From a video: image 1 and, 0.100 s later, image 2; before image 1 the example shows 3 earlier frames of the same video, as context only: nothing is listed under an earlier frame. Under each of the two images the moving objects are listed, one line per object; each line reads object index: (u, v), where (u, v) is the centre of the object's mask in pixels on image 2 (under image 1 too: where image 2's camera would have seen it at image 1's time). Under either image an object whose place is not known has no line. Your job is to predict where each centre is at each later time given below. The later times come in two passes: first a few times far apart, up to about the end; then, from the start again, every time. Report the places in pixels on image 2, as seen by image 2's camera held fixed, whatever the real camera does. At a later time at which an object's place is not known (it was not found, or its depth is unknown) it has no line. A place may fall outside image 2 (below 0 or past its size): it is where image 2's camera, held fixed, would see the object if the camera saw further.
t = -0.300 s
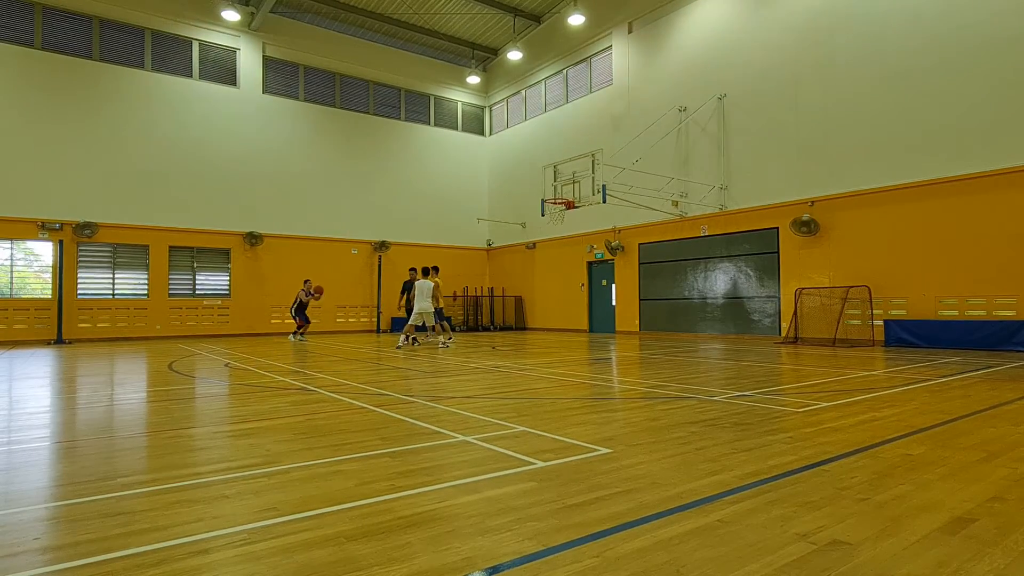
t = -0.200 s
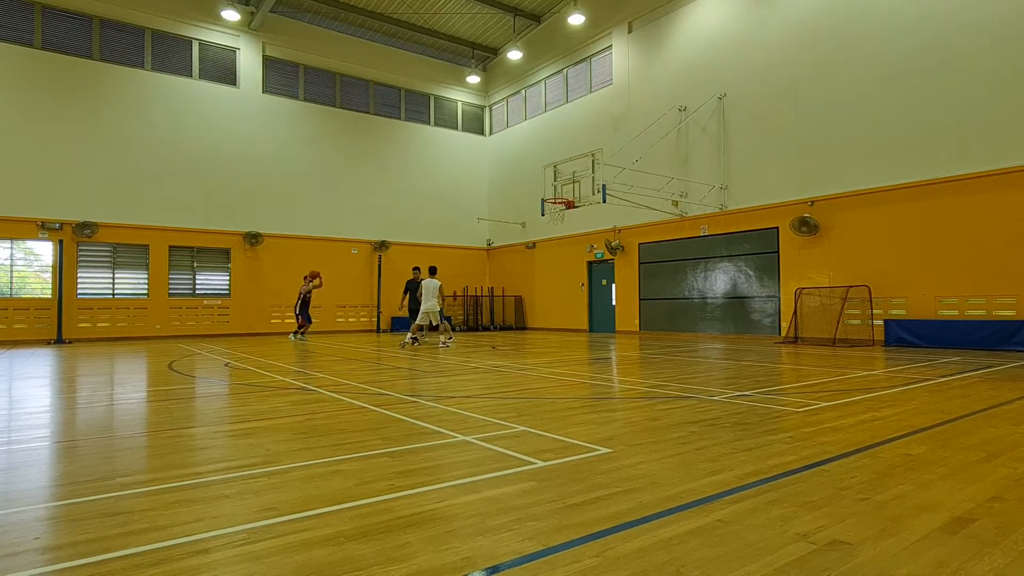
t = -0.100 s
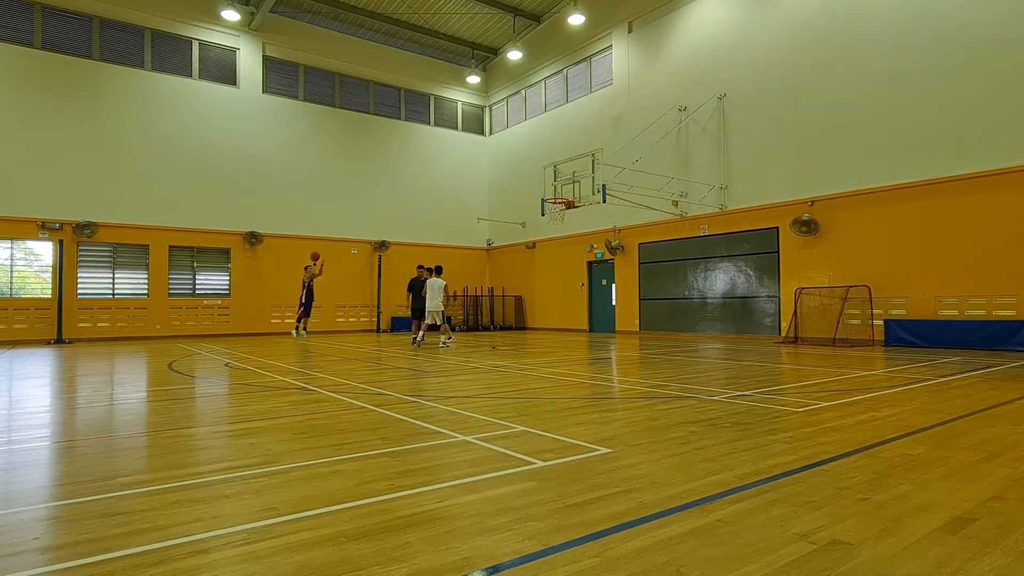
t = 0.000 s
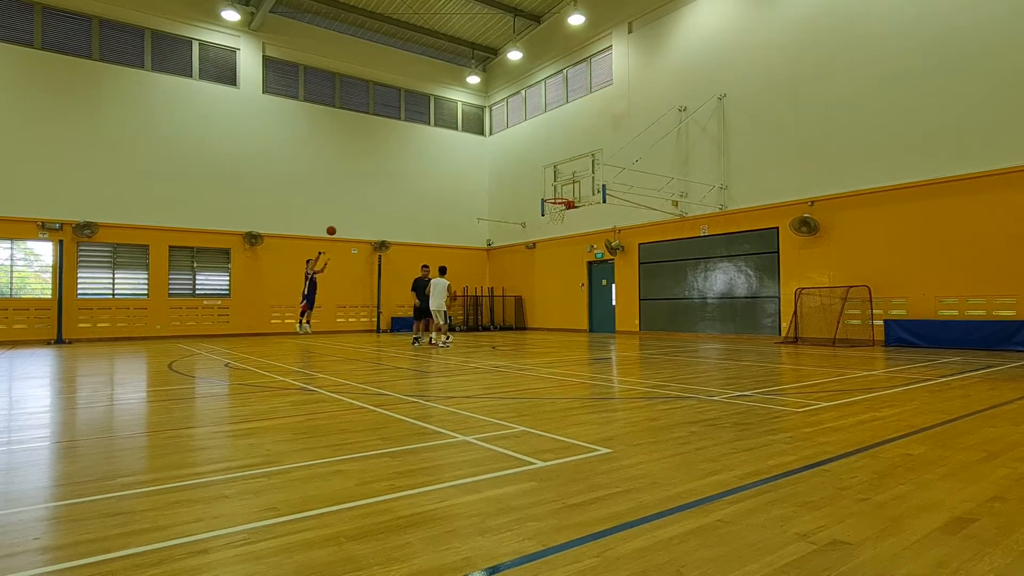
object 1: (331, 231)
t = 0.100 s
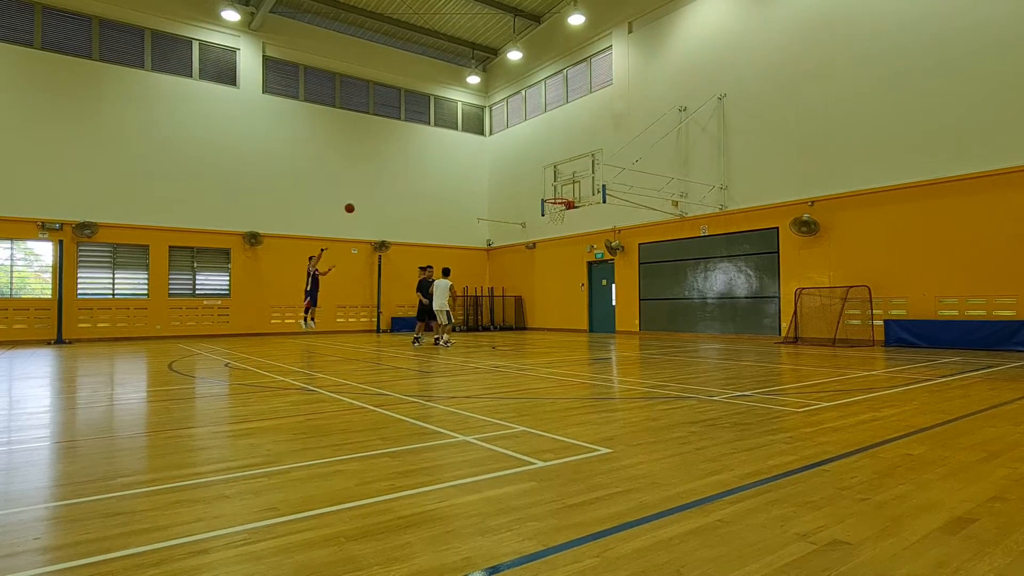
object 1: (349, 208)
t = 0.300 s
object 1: (388, 172)
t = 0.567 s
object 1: (442, 149)
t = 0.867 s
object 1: (508, 157)
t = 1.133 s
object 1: (562, 195)
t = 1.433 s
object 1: (539, 180)
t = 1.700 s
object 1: (516, 207)
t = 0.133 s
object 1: (356, 201)
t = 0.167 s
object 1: (362, 195)
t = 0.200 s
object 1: (368, 189)
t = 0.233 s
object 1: (375, 183)
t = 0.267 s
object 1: (381, 178)
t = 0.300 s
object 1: (388, 172)
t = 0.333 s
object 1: (394, 168)
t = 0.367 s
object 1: (401, 164)
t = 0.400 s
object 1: (407, 160)
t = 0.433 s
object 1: (414, 157)
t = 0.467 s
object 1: (421, 155)
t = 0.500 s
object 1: (428, 152)
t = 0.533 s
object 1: (435, 151)
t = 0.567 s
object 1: (442, 149)
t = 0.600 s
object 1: (449, 148)
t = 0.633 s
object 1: (456, 148)
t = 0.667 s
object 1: (463, 148)
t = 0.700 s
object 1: (470, 148)
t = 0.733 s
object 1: (478, 149)
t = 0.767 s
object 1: (485, 150)
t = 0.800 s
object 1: (493, 152)
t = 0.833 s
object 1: (500, 154)
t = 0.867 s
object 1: (508, 157)
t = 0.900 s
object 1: (516, 161)
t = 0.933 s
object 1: (523, 165)
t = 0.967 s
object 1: (531, 170)
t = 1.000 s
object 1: (539, 175)
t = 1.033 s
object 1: (547, 181)
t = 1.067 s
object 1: (556, 187)
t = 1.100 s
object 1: (562, 193)
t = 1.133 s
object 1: (562, 195)
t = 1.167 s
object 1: (559, 192)
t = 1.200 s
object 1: (557, 188)
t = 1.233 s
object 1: (554, 186)
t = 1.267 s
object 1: (552, 184)
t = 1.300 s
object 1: (549, 182)
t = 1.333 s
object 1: (547, 180)
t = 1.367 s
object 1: (544, 180)
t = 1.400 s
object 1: (541, 180)
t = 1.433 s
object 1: (539, 180)
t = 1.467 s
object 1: (536, 181)
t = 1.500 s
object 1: (534, 183)
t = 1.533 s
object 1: (531, 185)
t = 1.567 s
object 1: (528, 188)
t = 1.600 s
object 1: (525, 191)
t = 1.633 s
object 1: (522, 196)
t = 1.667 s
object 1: (519, 201)
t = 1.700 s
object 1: (516, 207)
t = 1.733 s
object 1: (514, 213)
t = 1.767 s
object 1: (511, 220)
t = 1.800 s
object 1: (507, 228)
